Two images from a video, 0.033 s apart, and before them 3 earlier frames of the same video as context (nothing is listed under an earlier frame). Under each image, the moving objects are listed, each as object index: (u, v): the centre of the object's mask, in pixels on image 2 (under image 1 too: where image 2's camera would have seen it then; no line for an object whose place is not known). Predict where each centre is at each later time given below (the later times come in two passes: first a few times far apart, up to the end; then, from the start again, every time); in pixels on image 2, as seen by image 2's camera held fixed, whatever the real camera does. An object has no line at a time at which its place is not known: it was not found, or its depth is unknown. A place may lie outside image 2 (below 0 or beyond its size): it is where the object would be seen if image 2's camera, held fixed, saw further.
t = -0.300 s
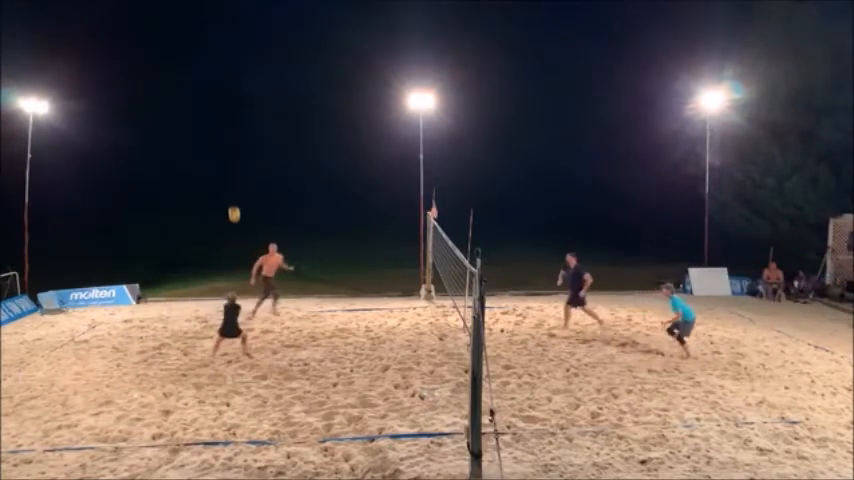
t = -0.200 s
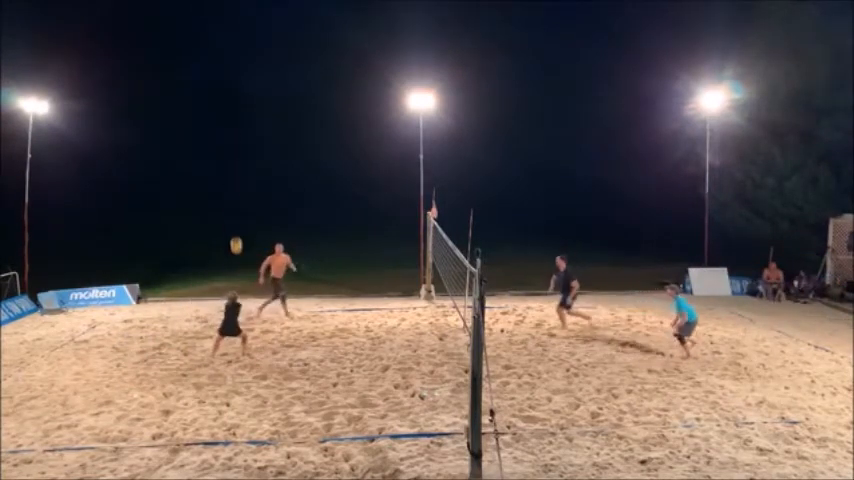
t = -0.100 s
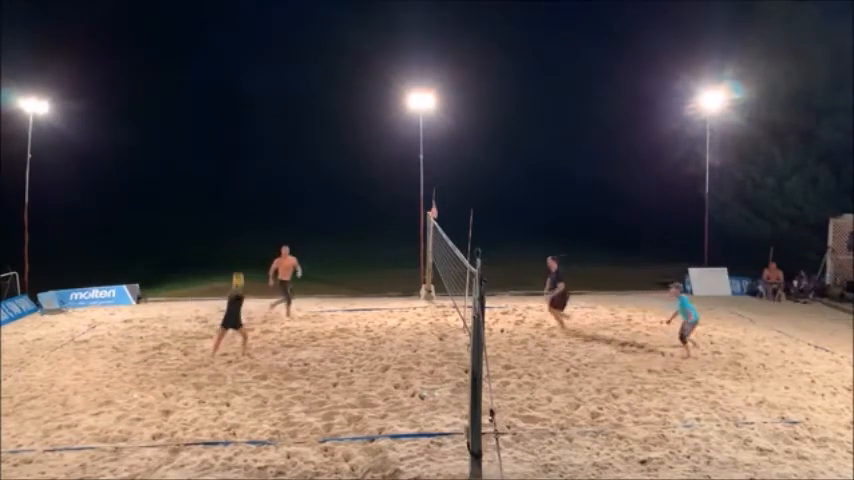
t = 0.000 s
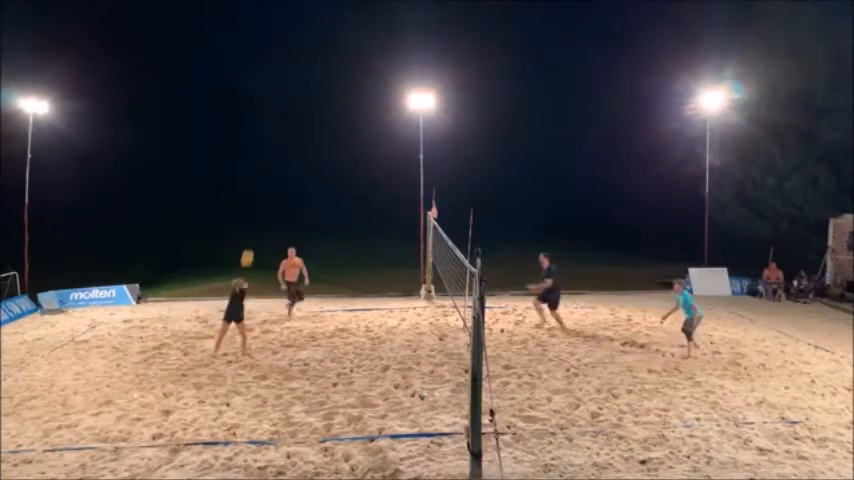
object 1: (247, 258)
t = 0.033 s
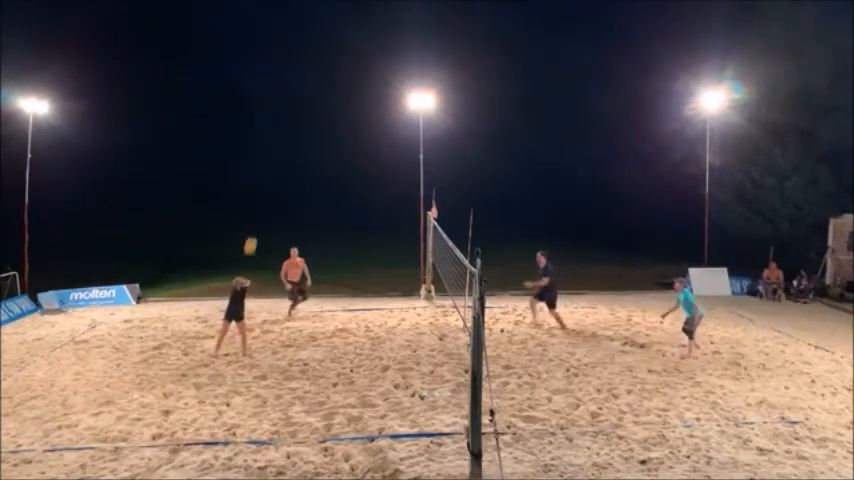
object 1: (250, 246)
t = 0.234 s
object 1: (269, 182)
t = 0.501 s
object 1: (291, 130)
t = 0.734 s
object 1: (310, 113)
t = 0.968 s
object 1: (329, 122)
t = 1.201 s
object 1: (346, 156)
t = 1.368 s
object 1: (359, 193)
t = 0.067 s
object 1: (253, 233)
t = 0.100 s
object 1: (257, 222)
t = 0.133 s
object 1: (260, 211)
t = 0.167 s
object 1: (263, 201)
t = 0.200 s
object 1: (266, 191)
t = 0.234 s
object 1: (269, 182)
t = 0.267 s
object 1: (272, 173)
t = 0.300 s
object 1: (275, 166)
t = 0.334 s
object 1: (278, 158)
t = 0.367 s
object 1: (280, 152)
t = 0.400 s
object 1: (283, 145)
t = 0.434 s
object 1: (286, 140)
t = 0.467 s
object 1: (289, 135)
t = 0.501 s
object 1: (291, 130)
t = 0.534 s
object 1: (294, 126)
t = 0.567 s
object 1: (296, 122)
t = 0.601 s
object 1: (299, 119)
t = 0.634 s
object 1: (302, 117)
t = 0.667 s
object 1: (305, 115)
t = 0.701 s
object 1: (307, 113)
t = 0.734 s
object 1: (310, 113)
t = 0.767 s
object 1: (313, 112)
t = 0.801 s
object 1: (315, 113)
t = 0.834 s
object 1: (318, 114)
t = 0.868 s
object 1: (320, 115)
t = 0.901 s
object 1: (323, 117)
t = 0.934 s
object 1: (326, 119)
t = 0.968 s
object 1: (329, 122)
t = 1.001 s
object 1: (331, 125)
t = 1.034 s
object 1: (334, 129)
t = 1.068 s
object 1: (336, 134)
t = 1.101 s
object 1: (339, 139)
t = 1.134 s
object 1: (342, 144)
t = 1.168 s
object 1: (344, 150)
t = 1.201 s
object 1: (346, 156)
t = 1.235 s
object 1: (349, 163)
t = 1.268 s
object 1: (351, 169)
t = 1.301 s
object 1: (354, 177)
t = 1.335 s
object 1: (356, 184)
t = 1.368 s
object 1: (359, 193)
